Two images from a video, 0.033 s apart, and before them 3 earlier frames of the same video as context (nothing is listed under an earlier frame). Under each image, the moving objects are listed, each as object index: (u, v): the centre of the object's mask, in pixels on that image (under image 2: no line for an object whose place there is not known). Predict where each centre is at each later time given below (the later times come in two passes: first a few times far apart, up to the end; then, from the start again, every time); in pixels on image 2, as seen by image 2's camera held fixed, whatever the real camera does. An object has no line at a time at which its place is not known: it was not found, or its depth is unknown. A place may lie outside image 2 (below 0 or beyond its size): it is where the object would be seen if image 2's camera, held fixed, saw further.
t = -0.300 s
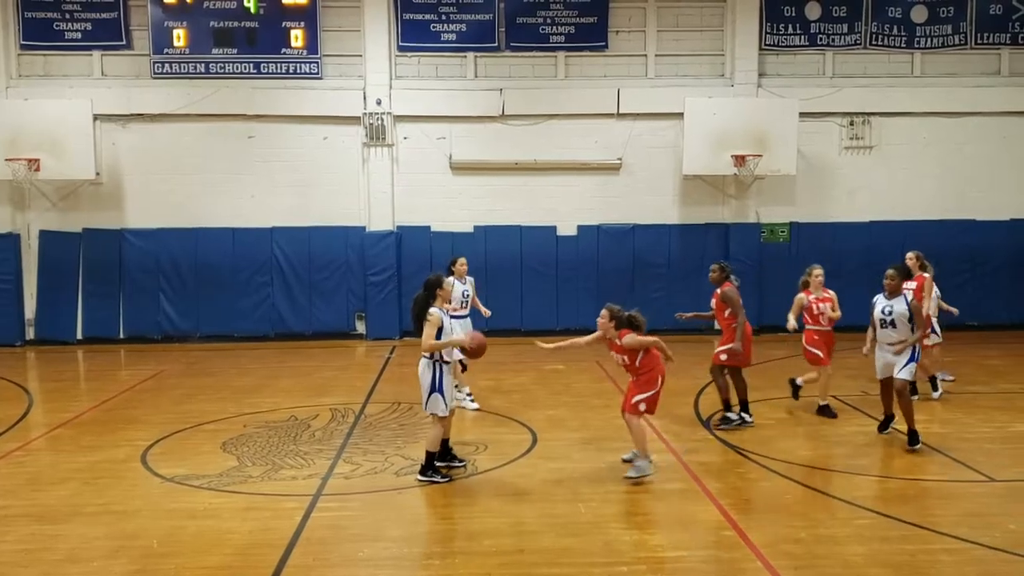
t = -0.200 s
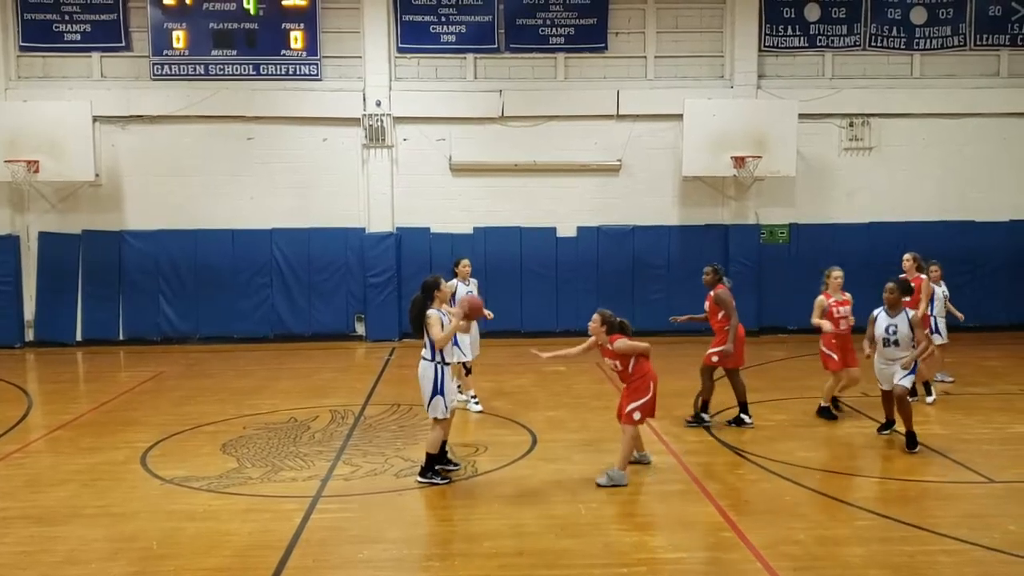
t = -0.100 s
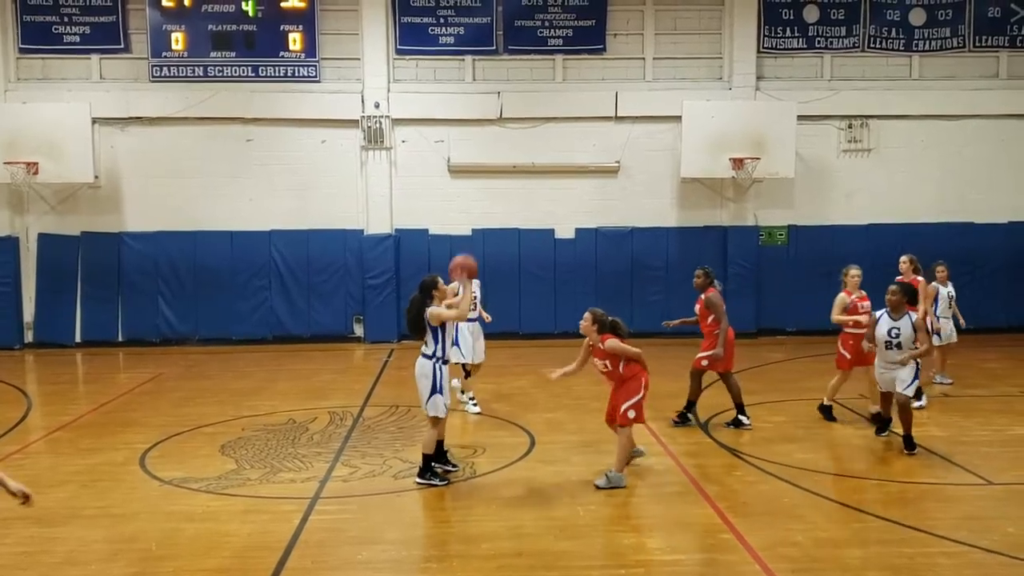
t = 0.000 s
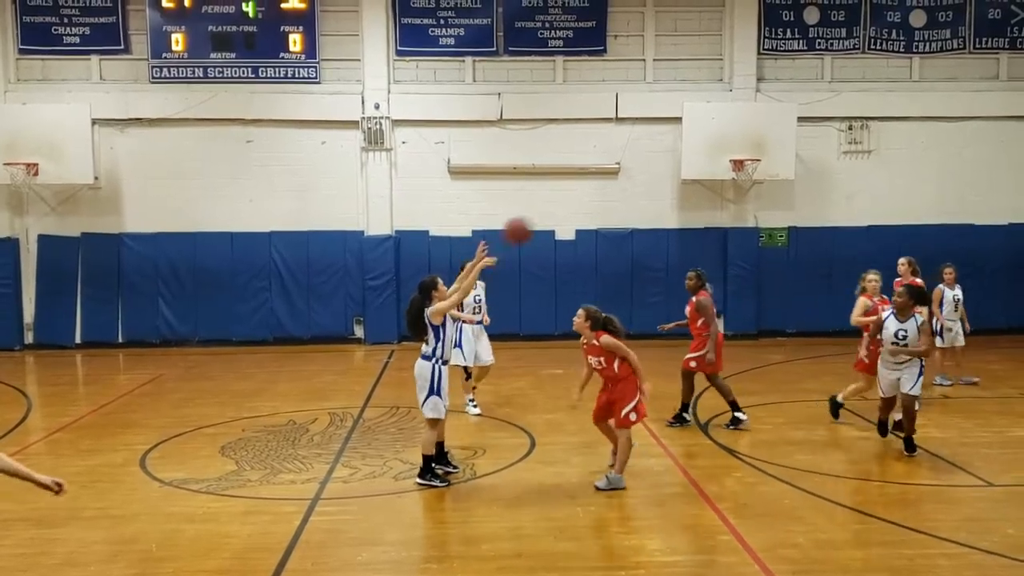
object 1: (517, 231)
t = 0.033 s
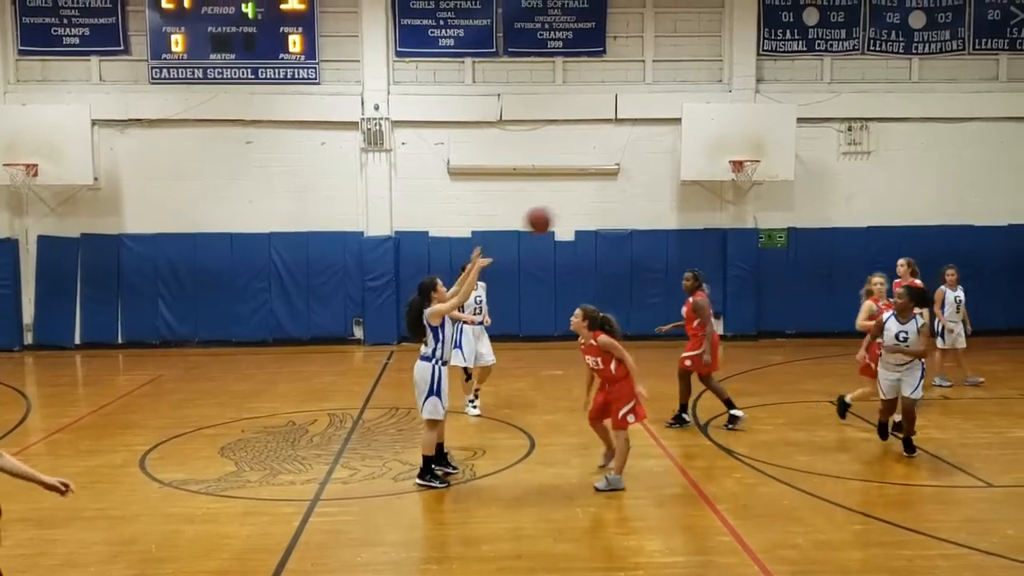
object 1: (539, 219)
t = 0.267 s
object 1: (691, 183)
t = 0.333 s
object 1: (734, 183)
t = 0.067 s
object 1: (560, 210)
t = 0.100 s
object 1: (582, 202)
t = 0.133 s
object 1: (604, 196)
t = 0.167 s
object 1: (626, 190)
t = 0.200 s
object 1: (648, 187)
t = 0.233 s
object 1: (669, 184)
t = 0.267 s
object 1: (691, 183)
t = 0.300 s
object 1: (712, 183)
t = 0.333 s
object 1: (734, 183)
